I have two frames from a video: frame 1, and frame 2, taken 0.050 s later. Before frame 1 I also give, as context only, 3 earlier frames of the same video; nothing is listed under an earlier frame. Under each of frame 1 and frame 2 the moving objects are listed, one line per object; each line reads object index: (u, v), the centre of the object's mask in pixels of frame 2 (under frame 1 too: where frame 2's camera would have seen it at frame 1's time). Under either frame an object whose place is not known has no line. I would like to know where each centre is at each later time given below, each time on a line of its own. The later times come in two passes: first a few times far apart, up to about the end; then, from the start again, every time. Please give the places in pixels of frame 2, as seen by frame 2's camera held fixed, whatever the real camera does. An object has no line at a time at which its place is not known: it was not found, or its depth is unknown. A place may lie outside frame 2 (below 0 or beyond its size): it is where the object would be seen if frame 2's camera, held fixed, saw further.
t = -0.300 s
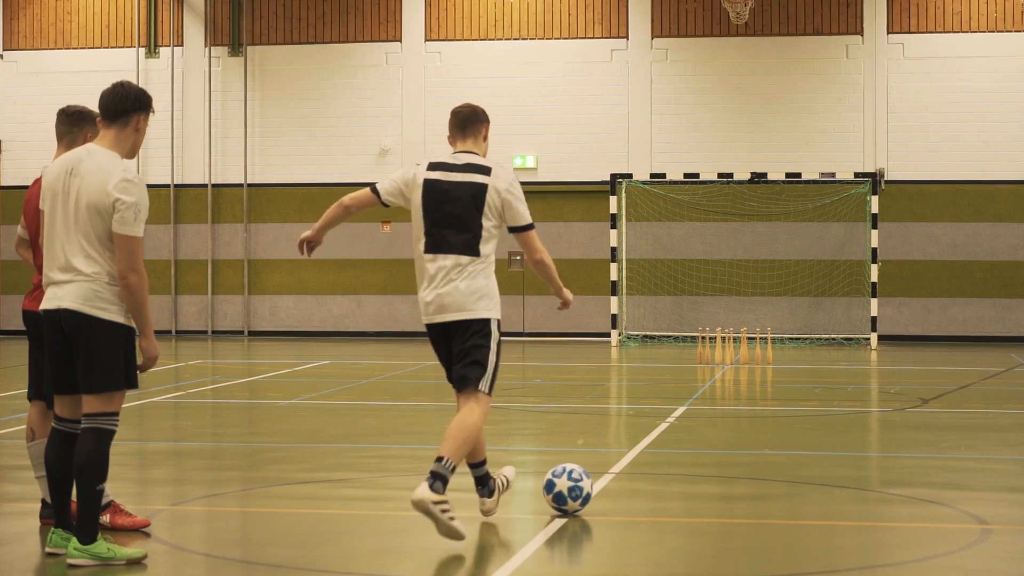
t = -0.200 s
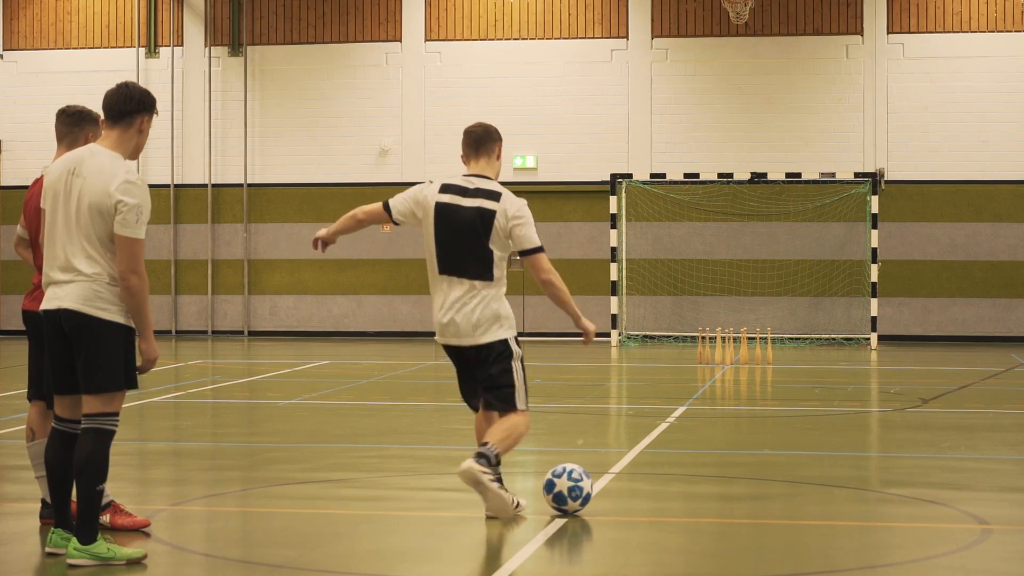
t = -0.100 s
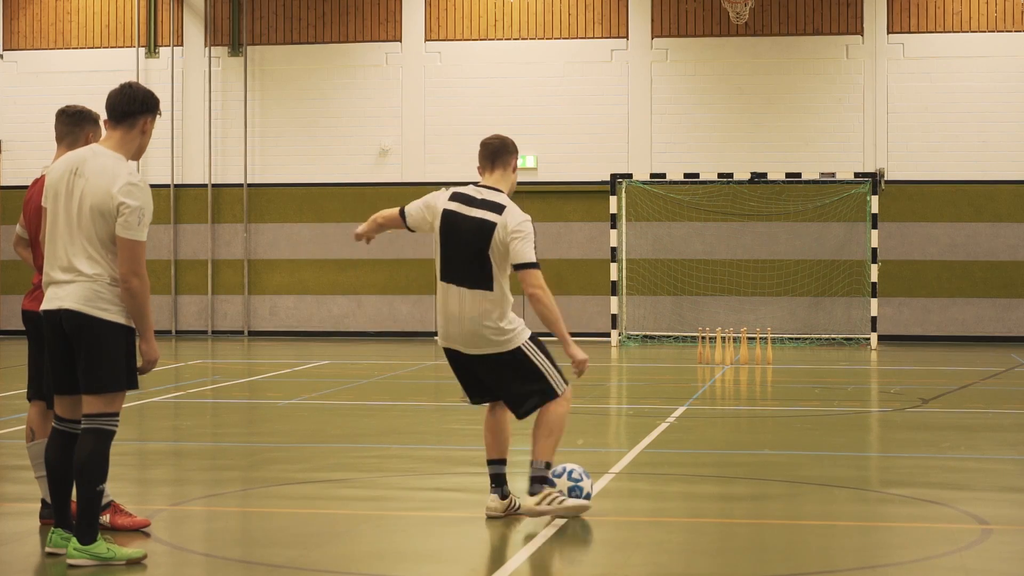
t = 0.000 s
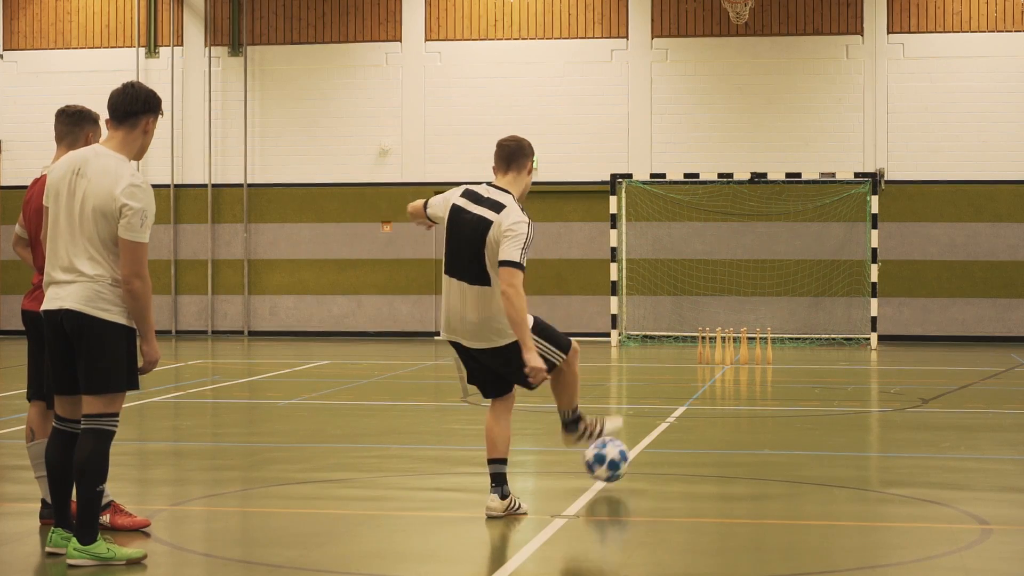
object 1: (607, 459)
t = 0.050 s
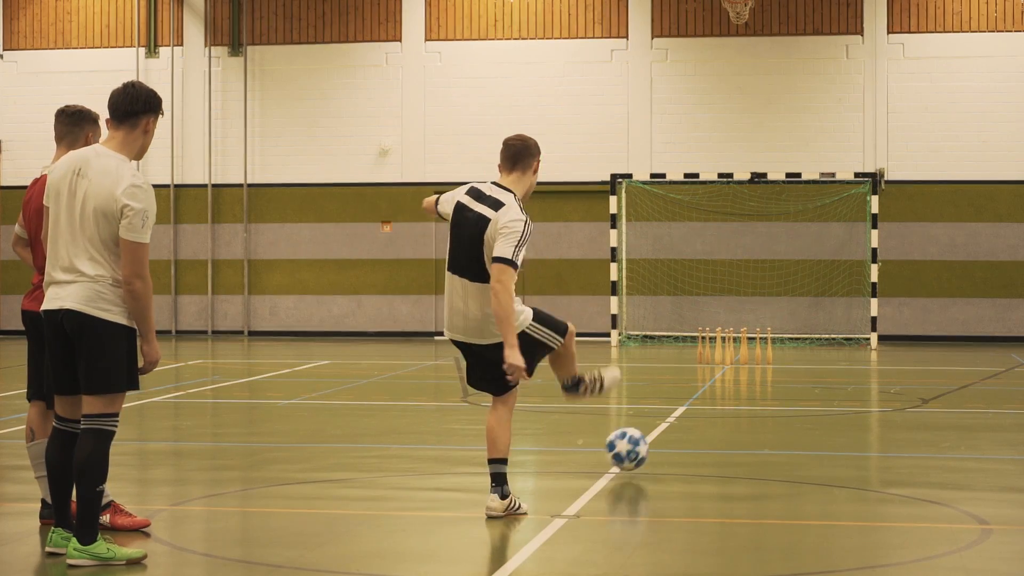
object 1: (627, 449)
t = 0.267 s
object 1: (697, 410)
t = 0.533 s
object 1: (740, 386)
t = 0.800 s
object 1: (768, 368)
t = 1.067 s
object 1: (788, 357)
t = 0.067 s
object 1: (635, 446)
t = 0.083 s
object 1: (641, 443)
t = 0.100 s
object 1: (648, 441)
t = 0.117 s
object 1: (655, 440)
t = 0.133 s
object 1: (660, 435)
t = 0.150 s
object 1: (665, 430)
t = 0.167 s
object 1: (671, 425)
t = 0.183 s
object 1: (675, 421)
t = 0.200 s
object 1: (680, 417)
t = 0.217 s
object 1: (684, 415)
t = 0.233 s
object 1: (689, 412)
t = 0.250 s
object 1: (693, 411)
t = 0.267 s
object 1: (697, 410)
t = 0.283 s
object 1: (700, 410)
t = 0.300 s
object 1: (704, 410)
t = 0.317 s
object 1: (708, 410)
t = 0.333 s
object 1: (711, 406)
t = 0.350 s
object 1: (714, 402)
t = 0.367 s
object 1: (716, 399)
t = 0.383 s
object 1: (719, 397)
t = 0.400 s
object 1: (721, 395)
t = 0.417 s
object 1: (724, 394)
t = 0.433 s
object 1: (726, 392)
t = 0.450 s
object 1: (729, 392)
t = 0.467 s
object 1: (731, 392)
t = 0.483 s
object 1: (734, 392)
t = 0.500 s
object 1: (736, 393)
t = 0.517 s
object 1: (738, 389)
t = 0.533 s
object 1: (740, 386)
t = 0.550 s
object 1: (742, 382)
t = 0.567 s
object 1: (744, 380)
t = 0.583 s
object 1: (746, 378)
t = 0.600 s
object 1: (748, 377)
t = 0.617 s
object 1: (749, 375)
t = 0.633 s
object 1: (751, 374)
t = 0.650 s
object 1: (753, 374)
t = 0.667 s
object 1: (754, 374)
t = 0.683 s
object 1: (756, 375)
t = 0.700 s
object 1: (758, 375)
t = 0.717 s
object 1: (760, 376)
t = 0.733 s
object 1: (761, 378)
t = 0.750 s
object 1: (763, 375)
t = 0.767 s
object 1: (765, 372)
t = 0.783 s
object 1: (766, 369)
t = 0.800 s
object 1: (768, 368)
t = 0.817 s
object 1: (769, 366)
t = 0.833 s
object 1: (770, 365)
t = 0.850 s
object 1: (772, 364)
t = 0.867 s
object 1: (773, 363)
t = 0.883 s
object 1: (775, 364)
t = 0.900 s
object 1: (776, 364)
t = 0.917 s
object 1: (777, 364)
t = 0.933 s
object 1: (779, 365)
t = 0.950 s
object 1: (780, 367)
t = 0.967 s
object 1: (781, 365)
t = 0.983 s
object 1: (782, 362)
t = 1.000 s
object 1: (783, 361)
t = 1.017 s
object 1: (784, 359)
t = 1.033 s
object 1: (785, 358)
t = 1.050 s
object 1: (786, 358)
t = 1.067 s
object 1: (788, 357)
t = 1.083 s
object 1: (788, 357)
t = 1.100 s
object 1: (790, 357)
